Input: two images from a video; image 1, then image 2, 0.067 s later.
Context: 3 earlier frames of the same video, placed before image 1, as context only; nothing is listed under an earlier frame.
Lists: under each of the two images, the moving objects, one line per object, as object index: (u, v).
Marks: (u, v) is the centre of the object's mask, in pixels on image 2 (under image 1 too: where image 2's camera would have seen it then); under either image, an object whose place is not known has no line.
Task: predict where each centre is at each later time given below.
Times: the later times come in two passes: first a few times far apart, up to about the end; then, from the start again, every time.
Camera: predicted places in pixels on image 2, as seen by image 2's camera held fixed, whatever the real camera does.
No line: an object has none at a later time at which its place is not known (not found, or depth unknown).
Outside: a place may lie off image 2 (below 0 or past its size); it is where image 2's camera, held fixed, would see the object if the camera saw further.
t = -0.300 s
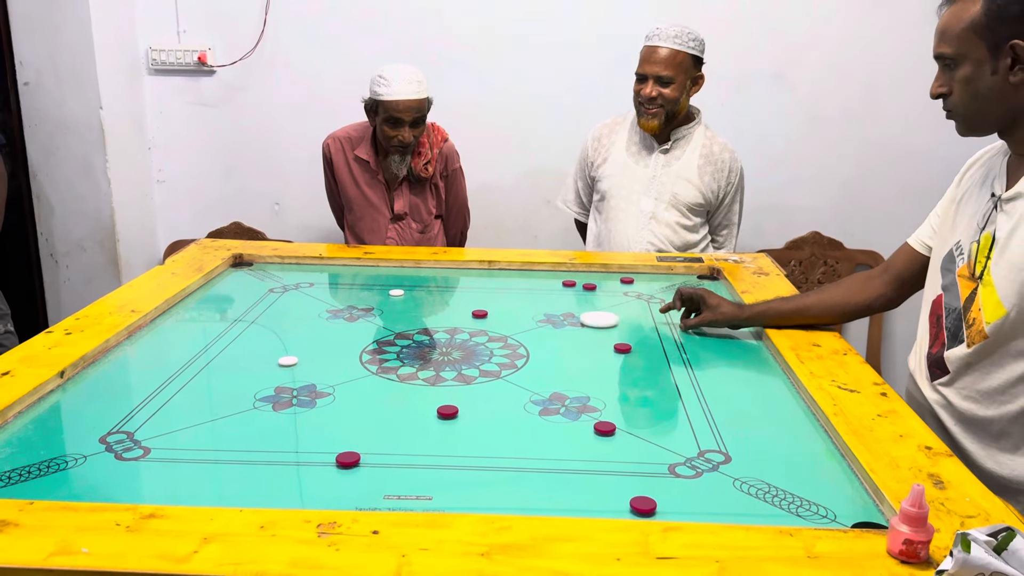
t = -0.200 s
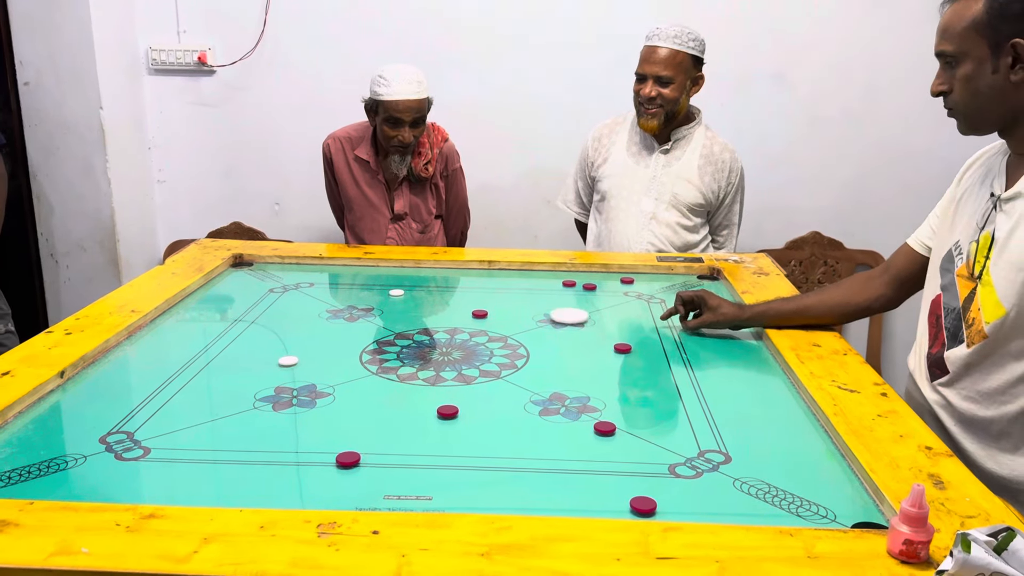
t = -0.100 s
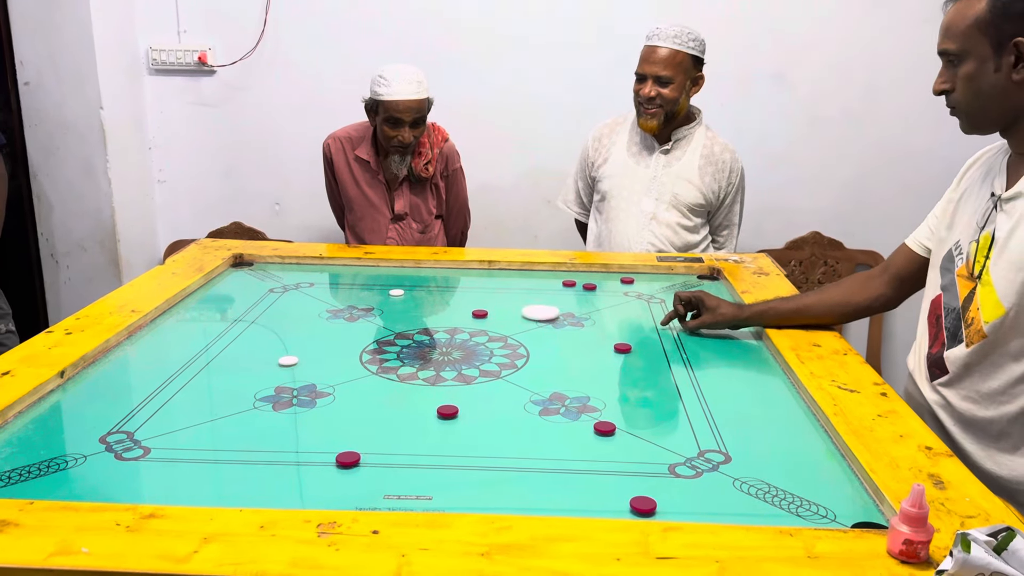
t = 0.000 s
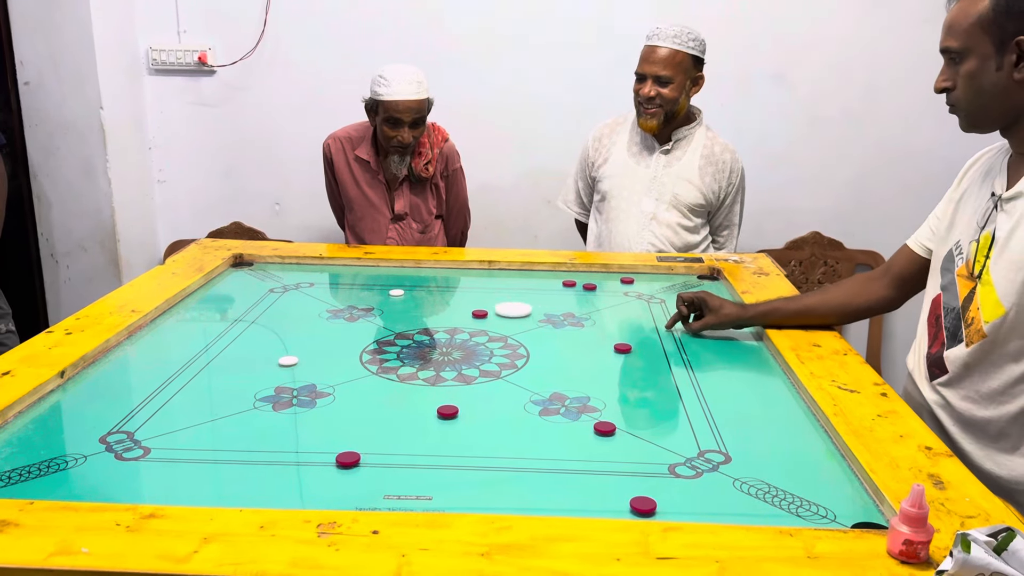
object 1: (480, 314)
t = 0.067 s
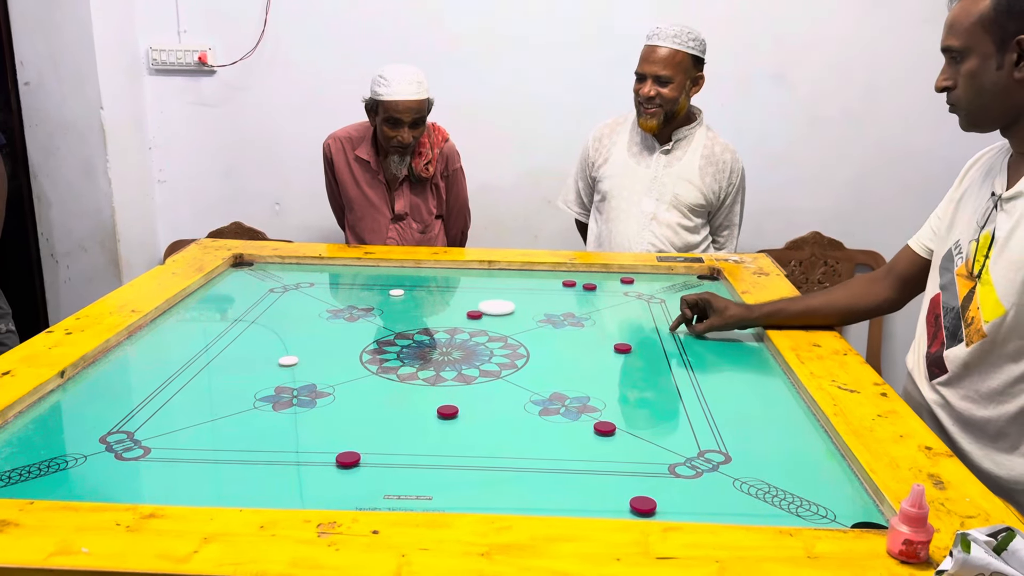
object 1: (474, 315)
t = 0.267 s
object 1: (425, 323)
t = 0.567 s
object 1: (351, 335)
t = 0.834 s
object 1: (283, 347)
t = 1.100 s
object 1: (217, 358)
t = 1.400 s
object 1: (142, 371)
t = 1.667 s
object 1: (82, 382)
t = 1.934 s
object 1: (85, 391)
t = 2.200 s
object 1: (103, 399)
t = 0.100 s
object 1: (466, 316)
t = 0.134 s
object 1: (458, 317)
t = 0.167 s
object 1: (450, 319)
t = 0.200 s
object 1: (441, 320)
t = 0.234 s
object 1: (433, 321)
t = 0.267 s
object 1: (425, 323)
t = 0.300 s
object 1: (417, 324)
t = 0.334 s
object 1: (409, 325)
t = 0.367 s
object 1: (400, 327)
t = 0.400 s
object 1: (392, 328)
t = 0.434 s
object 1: (384, 330)
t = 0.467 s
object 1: (375, 331)
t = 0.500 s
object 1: (367, 332)
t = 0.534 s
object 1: (359, 334)
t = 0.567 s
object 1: (351, 335)
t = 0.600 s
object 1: (342, 337)
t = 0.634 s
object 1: (334, 338)
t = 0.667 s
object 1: (326, 339)
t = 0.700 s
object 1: (317, 341)
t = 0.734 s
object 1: (309, 342)
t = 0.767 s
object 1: (300, 344)
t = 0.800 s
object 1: (292, 345)
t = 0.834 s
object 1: (283, 347)
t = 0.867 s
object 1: (275, 348)
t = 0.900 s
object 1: (266, 350)
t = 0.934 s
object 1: (258, 351)
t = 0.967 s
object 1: (250, 353)
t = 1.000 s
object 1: (242, 354)
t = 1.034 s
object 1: (233, 355)
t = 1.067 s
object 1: (225, 357)
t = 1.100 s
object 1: (217, 358)
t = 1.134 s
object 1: (208, 360)
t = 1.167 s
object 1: (200, 361)
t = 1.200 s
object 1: (191, 362)
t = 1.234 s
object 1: (183, 364)
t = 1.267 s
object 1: (175, 366)
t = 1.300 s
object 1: (167, 367)
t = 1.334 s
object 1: (158, 368)
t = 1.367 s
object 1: (150, 369)
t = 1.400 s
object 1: (142, 371)
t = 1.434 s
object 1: (134, 372)
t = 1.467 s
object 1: (127, 374)
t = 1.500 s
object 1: (119, 375)
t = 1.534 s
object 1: (111, 376)
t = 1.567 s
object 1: (104, 378)
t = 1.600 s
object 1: (96, 379)
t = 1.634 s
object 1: (89, 380)
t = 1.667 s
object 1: (82, 382)
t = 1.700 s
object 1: (74, 383)
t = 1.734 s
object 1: (69, 384)
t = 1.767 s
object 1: (71, 386)
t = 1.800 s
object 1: (74, 387)
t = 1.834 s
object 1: (77, 388)
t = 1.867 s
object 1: (79, 389)
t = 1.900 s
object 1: (82, 390)
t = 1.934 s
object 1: (85, 391)
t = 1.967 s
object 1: (87, 392)
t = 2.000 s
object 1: (89, 393)
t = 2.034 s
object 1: (92, 394)
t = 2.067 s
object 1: (94, 396)
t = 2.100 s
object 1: (97, 397)
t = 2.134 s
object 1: (99, 398)
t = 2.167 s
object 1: (101, 398)
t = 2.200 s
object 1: (103, 399)
